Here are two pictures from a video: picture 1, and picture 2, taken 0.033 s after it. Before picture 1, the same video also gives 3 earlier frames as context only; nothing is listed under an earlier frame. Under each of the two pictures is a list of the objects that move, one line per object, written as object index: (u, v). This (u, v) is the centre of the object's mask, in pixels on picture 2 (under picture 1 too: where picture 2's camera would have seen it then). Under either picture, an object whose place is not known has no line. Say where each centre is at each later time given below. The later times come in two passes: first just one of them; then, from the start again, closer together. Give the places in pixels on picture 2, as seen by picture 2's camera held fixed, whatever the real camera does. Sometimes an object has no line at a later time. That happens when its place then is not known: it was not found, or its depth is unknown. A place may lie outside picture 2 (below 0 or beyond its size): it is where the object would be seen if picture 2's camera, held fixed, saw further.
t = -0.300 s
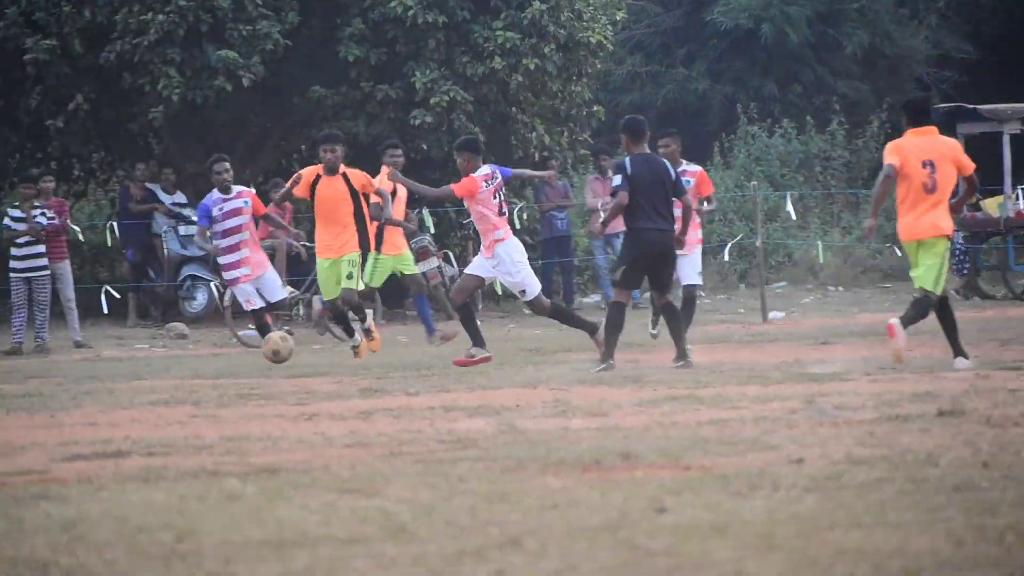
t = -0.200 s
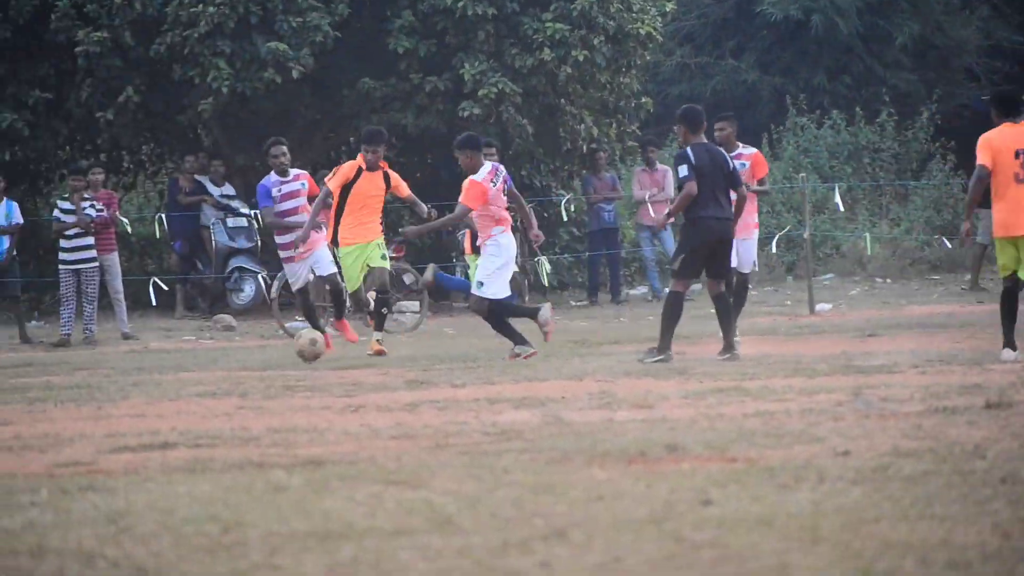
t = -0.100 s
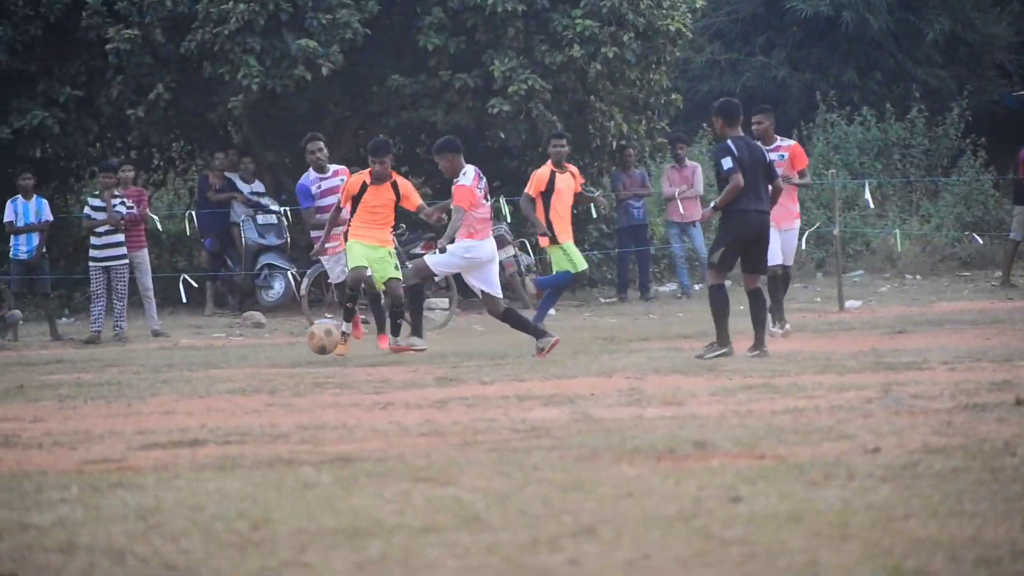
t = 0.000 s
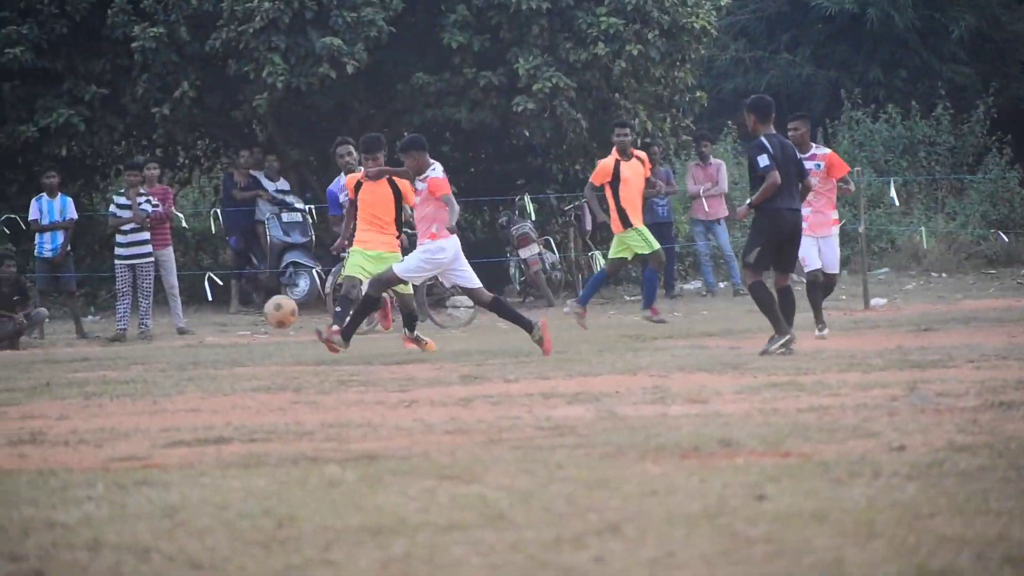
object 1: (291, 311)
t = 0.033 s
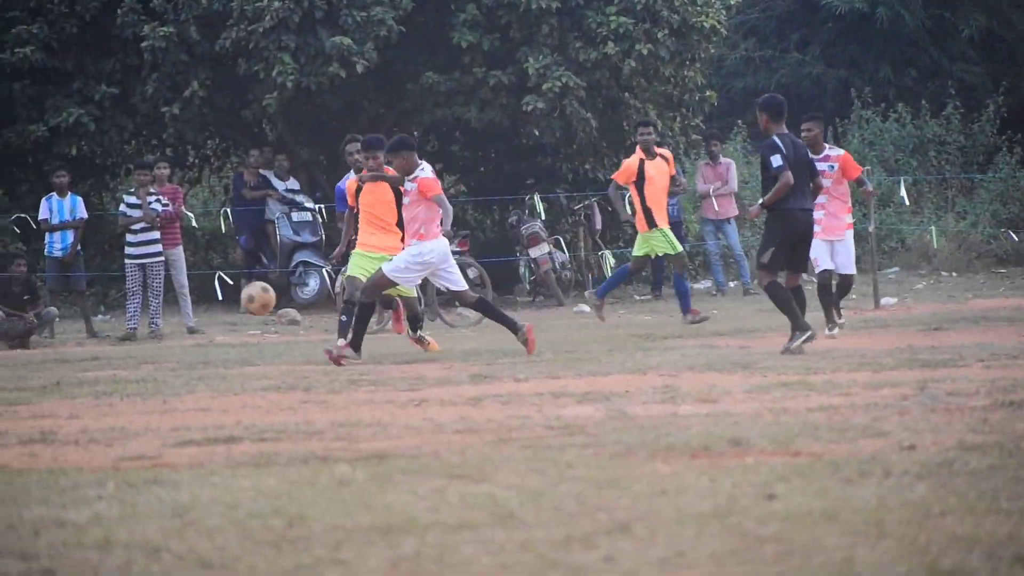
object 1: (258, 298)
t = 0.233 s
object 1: (22, 251)
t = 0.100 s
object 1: (186, 277)
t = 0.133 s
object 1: (148, 269)
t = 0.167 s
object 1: (108, 262)
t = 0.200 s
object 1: (67, 257)
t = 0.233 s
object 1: (22, 251)
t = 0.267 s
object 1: (-26, 251)
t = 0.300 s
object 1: (-75, 253)
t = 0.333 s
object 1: (-125, 256)
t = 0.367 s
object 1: (-181, 260)
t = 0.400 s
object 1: (-240, 267)
